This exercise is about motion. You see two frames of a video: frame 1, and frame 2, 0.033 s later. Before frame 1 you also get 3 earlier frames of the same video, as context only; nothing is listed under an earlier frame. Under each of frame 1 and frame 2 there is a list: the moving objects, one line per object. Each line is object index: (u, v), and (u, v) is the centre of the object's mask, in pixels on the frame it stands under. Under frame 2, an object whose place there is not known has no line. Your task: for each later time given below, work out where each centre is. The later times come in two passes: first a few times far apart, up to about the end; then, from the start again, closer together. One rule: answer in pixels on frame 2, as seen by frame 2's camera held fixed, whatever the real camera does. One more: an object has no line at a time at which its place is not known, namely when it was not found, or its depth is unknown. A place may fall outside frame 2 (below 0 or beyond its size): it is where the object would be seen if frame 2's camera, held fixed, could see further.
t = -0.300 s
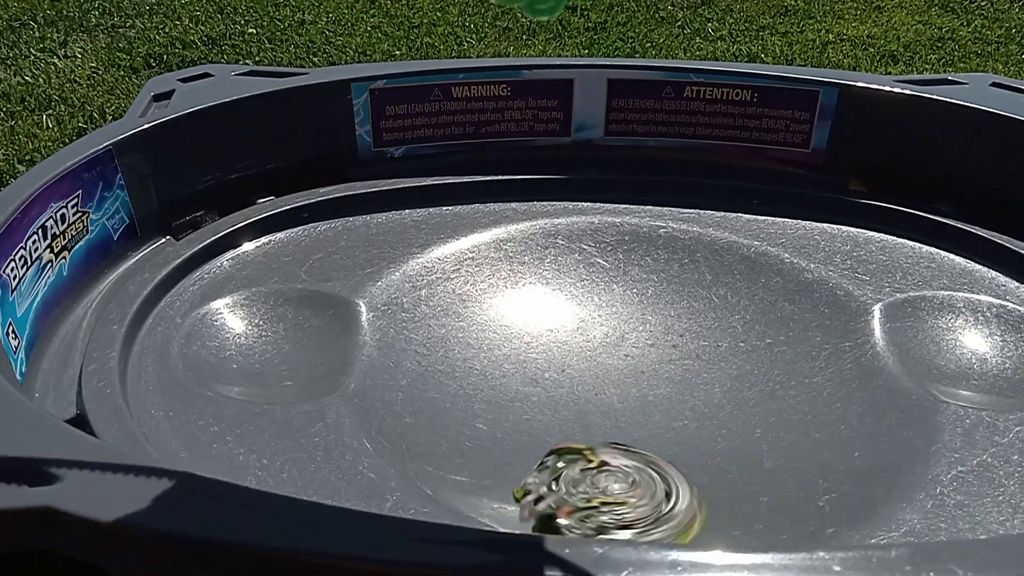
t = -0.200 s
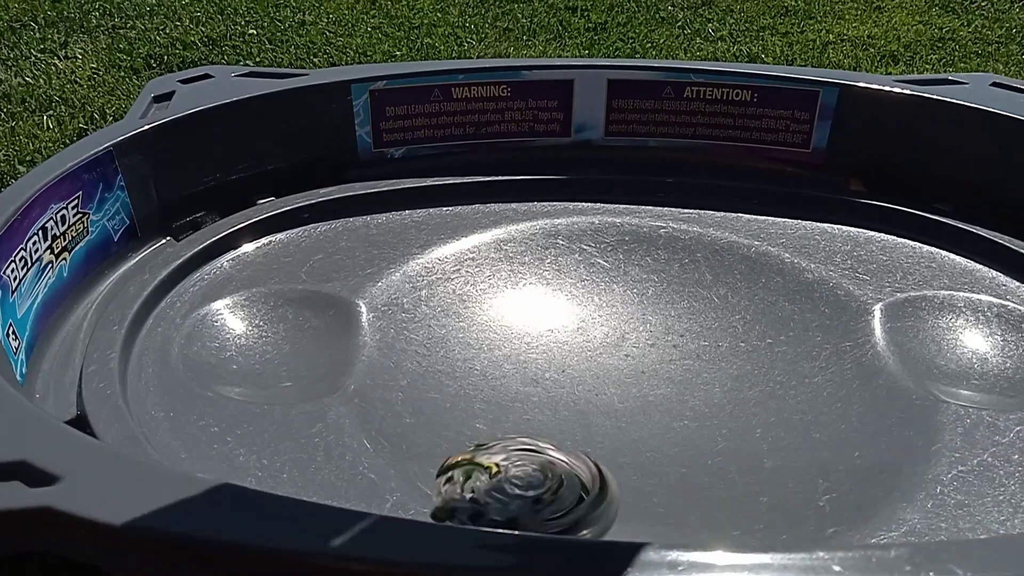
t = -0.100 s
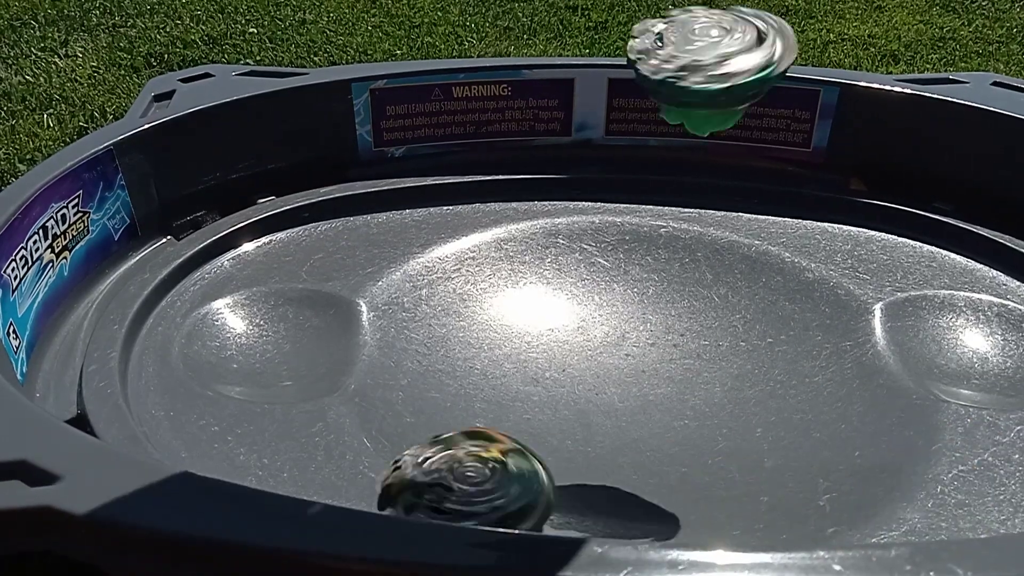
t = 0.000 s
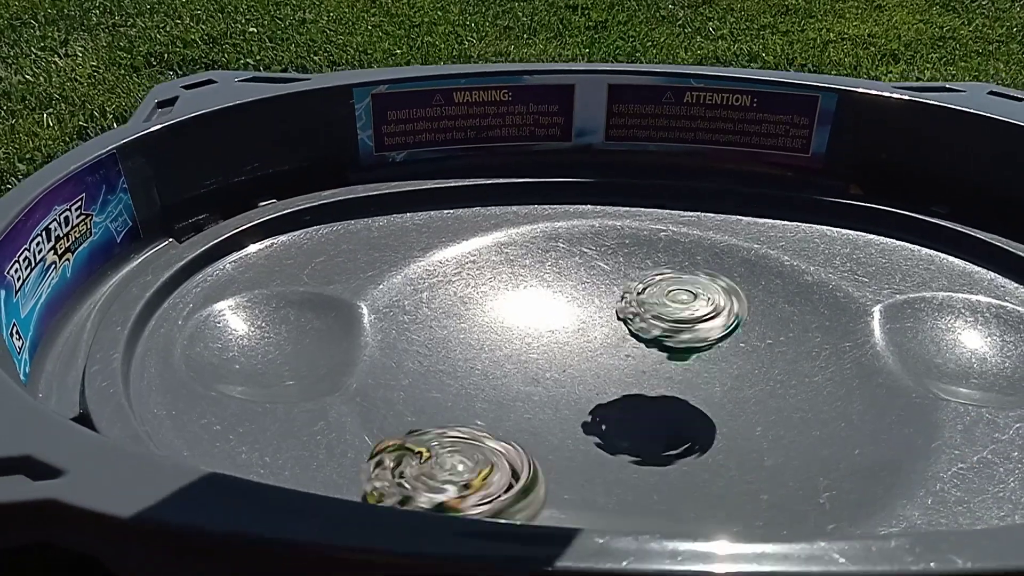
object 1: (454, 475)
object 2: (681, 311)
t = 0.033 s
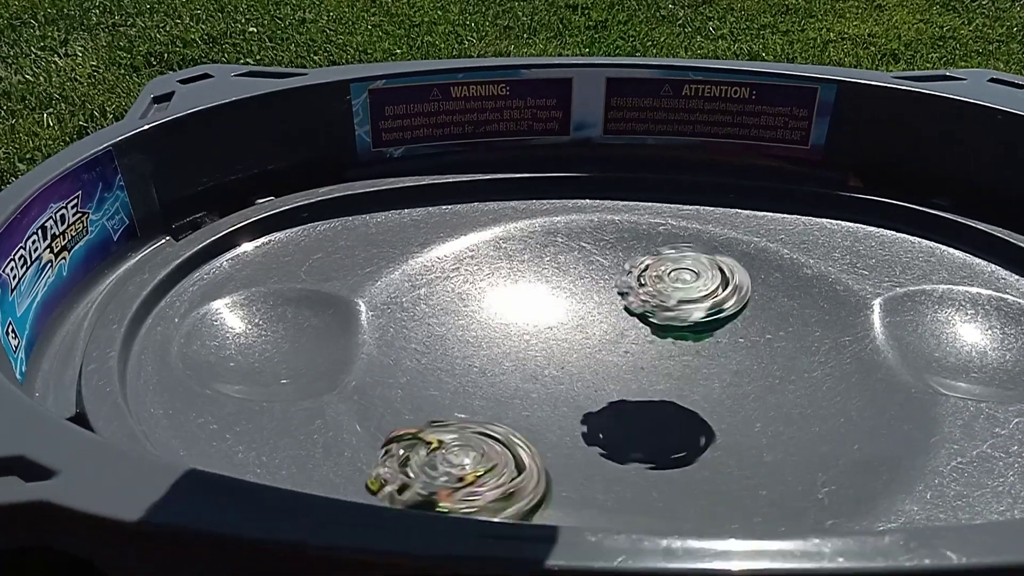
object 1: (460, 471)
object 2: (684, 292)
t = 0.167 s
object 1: (437, 464)
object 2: (690, 353)
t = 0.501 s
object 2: (662, 334)
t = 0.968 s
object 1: (801, 369)
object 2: (683, 326)
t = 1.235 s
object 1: (567, 233)
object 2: (512, 416)
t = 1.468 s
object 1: (481, 389)
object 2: (797, 423)
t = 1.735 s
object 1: (873, 349)
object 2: (595, 318)
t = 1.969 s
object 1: (673, 237)
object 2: (497, 403)
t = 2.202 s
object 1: (493, 369)
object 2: (734, 406)
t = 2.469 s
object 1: (886, 420)
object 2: (612, 290)
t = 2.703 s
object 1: (801, 287)
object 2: (522, 368)
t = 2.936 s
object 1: (509, 327)
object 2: (715, 403)
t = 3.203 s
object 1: (671, 474)
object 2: (724, 308)
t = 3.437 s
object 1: (826, 361)
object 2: (592, 337)
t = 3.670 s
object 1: (560, 287)
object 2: (680, 418)
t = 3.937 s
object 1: (449, 405)
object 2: (780, 357)
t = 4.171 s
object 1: (770, 420)
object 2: (622, 341)
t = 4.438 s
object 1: (671, 265)
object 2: (580, 418)
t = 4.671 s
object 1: (470, 297)
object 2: (722, 408)
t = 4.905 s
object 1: (620, 430)
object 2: (648, 333)
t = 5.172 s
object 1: (839, 323)
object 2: (519, 352)
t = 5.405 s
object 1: (649, 270)
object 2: (635, 405)
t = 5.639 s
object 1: (525, 372)
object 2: (723, 344)
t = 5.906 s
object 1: (784, 442)
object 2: (607, 311)
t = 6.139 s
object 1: (799, 336)
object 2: (596, 386)
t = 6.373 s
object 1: (573, 316)
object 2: (748, 398)
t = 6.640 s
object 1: (512, 419)
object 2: (711, 333)
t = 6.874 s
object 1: (734, 421)
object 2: (575, 359)
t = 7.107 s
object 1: (687, 313)
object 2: (613, 421)
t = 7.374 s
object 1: (502, 312)
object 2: (714, 381)
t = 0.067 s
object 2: (687, 295)
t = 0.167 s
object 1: (437, 464)
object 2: (690, 353)
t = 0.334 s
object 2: (753, 338)
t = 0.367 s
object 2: (745, 326)
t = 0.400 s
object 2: (731, 319)
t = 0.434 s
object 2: (710, 317)
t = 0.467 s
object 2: (683, 322)
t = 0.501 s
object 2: (662, 334)
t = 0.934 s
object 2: (724, 323)
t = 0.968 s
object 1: (801, 369)
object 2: (683, 326)
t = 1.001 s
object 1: (807, 340)
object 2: (640, 324)
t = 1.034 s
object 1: (794, 312)
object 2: (600, 326)
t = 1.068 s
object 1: (767, 287)
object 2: (566, 333)
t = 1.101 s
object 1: (736, 265)
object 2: (536, 342)
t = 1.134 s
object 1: (696, 249)
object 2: (514, 355)
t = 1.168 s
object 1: (653, 238)
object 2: (504, 373)
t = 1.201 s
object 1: (610, 231)
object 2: (501, 393)
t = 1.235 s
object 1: (567, 233)
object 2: (512, 416)
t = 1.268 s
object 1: (525, 240)
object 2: (541, 436)
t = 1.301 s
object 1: (491, 252)
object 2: (583, 454)
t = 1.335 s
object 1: (461, 272)
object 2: (637, 462)
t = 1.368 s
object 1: (441, 299)
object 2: (689, 466)
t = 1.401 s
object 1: (439, 327)
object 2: (736, 457)
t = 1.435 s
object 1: (450, 358)
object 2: (776, 443)
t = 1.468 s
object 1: (481, 389)
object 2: (797, 423)
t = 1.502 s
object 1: (528, 415)
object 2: (802, 402)
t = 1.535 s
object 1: (590, 434)
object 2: (790, 380)
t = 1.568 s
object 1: (658, 441)
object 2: (768, 361)
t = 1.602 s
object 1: (723, 438)
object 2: (743, 344)
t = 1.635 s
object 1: (781, 426)
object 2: (707, 335)
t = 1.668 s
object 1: (827, 404)
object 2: (671, 325)
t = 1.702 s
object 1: (855, 379)
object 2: (633, 320)
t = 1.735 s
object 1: (873, 349)
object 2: (595, 318)
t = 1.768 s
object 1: (872, 320)
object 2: (558, 320)
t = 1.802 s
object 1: (858, 294)
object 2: (527, 328)
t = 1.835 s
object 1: (831, 272)
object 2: (501, 339)
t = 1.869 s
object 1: (794, 255)
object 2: (485, 353)
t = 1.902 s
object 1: (759, 243)
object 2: (478, 370)
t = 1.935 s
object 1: (717, 238)
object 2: (482, 387)
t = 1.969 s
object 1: (673, 237)
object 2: (497, 403)
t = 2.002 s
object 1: (630, 242)
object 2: (523, 420)
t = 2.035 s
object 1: (591, 252)
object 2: (555, 431)
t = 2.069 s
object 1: (555, 267)
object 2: (594, 436)
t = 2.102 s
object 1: (526, 287)
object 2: (636, 436)
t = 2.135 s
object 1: (504, 311)
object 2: (676, 432)
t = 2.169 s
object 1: (493, 337)
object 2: (709, 421)
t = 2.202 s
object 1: (493, 369)
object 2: (734, 406)
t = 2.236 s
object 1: (512, 395)
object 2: (748, 389)
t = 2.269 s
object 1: (545, 423)
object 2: (752, 370)
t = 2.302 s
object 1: (595, 443)
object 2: (743, 350)
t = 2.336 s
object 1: (656, 456)
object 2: (726, 333)
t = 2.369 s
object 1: (721, 460)
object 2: (703, 317)
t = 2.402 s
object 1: (786, 454)
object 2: (675, 304)
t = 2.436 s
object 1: (844, 439)
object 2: (644, 295)
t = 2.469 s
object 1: (886, 420)
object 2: (612, 290)
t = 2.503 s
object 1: (909, 397)
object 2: (580, 291)
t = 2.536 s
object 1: (920, 374)
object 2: (553, 296)
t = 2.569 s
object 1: (916, 351)
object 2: (531, 307)
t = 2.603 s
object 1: (902, 330)
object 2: (518, 319)
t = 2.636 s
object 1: (877, 313)
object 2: (511, 334)
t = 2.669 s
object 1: (842, 299)
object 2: (512, 351)
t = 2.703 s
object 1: (801, 287)
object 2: (522, 368)
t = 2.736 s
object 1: (757, 281)
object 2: (539, 384)
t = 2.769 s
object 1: (711, 279)
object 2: (565, 397)
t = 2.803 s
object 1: (664, 282)
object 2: (595, 406)
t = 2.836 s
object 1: (620, 288)
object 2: (624, 410)
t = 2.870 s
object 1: (579, 296)
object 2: (657, 413)
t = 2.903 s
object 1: (542, 310)
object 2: (689, 410)
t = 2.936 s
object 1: (509, 327)
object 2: (715, 403)
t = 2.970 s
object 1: (485, 345)
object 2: (739, 394)
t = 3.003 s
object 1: (472, 368)
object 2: (754, 381)
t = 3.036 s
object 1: (470, 391)
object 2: (765, 368)
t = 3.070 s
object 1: (482, 416)
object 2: (769, 356)
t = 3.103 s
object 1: (513, 439)
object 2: (762, 339)
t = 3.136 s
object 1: (556, 457)
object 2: (752, 328)
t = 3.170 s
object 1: (611, 468)
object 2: (738, 317)
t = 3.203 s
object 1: (671, 474)
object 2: (724, 308)
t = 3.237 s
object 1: (729, 475)
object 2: (705, 303)
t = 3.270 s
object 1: (779, 463)
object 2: (684, 300)
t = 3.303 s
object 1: (818, 447)
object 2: (661, 302)
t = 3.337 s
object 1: (842, 426)
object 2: (639, 307)
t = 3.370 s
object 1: (849, 404)
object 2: (619, 313)
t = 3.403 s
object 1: (844, 383)
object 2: (603, 325)
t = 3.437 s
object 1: (826, 361)
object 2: (592, 337)
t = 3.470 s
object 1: (800, 341)
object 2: (587, 352)
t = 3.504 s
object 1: (766, 324)
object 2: (588, 366)
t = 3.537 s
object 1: (728, 310)
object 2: (596, 380)
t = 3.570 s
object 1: (687, 300)
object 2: (611, 394)
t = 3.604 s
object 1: (644, 292)
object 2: (628, 405)
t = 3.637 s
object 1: (601, 288)
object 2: (652, 413)
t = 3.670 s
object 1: (560, 287)
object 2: (680, 418)
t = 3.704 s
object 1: (522, 290)
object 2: (708, 419)
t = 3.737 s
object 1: (486, 296)
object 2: (730, 417)
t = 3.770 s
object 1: (456, 307)
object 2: (754, 410)
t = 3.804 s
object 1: (432, 321)
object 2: (773, 402)
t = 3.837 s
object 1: (418, 340)
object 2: (786, 391)
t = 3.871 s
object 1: (416, 359)
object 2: (790, 380)
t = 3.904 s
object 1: (426, 382)
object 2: (788, 368)
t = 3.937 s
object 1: (449, 405)
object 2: (780, 357)
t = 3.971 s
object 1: (486, 426)
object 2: (767, 347)
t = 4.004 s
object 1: (534, 444)
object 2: (745, 341)
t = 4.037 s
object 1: (588, 454)
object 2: (722, 336)
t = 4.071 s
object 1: (644, 456)
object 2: (697, 334)
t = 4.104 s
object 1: (695, 450)
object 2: (673, 333)
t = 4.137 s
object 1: (739, 438)
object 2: (644, 336)
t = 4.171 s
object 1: (770, 420)
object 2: (622, 341)
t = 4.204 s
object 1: (786, 398)
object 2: (601, 346)
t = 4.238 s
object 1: (792, 375)
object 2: (586, 354)
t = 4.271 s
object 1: (789, 352)
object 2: (571, 363)
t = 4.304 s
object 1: (778, 328)
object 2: (562, 374)
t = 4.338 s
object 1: (758, 308)
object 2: (559, 384)
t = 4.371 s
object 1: (732, 290)
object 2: (559, 396)
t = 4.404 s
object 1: (702, 276)
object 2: (568, 408)
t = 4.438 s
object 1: (671, 265)
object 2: (580, 418)
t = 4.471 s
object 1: (638, 257)
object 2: (597, 425)
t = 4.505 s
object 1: (604, 253)
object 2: (619, 430)
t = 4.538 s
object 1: (569, 253)
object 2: (645, 434)
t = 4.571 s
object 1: (538, 259)
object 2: (671, 433)
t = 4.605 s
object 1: (511, 267)
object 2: (693, 426)
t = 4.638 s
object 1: (488, 280)
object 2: (709, 420)
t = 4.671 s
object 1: (470, 297)
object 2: (722, 408)
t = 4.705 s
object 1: (460, 316)
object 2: (724, 396)
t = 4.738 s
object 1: (461, 339)
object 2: (723, 385)
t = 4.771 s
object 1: (472, 362)
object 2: (716, 370)
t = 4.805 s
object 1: (496, 386)
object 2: (703, 360)
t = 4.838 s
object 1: (530, 405)
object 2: (687, 350)
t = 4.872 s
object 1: (573, 420)
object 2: (669, 341)
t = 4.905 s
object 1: (620, 430)
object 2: (648, 333)
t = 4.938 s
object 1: (670, 435)
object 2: (627, 329)
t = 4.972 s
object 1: (722, 432)
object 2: (607, 326)
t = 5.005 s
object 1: (767, 421)
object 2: (586, 325)
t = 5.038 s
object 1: (800, 405)
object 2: (568, 326)
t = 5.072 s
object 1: (827, 386)
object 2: (549, 328)
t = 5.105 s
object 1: (840, 365)
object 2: (535, 336)
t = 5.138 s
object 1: (843, 345)
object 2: (525, 342)
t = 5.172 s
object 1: (839, 323)
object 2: (519, 352)
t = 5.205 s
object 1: (826, 306)
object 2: (521, 362)
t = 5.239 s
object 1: (806, 291)
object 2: (528, 372)
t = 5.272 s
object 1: (778, 278)
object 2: (538, 382)
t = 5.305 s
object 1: (746, 271)
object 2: (560, 394)
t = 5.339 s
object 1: (715, 266)
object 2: (579, 401)
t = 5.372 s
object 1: (682, 265)
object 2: (607, 405)
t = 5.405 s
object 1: (649, 270)
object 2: (635, 405)
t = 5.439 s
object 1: (620, 275)
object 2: (656, 401)
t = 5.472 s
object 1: (590, 285)
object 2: (681, 397)
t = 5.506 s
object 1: (564, 300)
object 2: (698, 391)
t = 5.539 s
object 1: (545, 315)
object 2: (713, 379)
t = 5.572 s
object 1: (531, 333)
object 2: (721, 367)
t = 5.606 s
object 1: (523, 352)
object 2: (723, 356)
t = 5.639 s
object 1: (525, 372)
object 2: (723, 344)
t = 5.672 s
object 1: (535, 391)
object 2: (715, 334)
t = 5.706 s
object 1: (552, 411)
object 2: (708, 325)
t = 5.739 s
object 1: (582, 427)
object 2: (693, 317)
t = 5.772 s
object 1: (618, 440)
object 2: (679, 310)
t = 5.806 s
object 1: (658, 449)
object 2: (661, 306)
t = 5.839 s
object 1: (703, 451)
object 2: (643, 304)
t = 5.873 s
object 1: (744, 450)
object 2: (623, 307)
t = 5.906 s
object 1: (784, 442)
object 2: (607, 311)
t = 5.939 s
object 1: (814, 430)
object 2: (592, 316)
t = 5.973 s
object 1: (835, 415)
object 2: (580, 326)
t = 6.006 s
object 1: (845, 398)
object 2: (573, 336)
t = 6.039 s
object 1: (847, 381)
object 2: (570, 350)
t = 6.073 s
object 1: (840, 364)
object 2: (574, 362)
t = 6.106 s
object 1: (820, 351)
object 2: (582, 375)
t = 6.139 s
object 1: (799, 336)
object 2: (596, 386)
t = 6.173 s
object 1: (771, 326)
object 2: (613, 397)
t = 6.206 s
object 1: (741, 318)
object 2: (638, 404)
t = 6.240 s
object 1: (705, 313)
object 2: (662, 408)
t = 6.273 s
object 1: (672, 310)
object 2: (685, 409)
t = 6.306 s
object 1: (637, 310)
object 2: (709, 409)
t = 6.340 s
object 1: (605, 311)
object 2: (732, 404)
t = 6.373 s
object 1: (573, 316)
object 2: (748, 398)
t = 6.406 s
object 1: (545, 323)
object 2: (765, 391)
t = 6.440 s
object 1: (520, 333)
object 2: (771, 381)
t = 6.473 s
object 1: (500, 344)
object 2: (776, 370)
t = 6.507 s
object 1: (485, 359)
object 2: (771, 361)
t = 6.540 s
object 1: (481, 373)
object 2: (763, 350)
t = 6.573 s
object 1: (483, 387)
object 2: (749, 342)
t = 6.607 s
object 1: (494, 402)
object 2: (731, 336)
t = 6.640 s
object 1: (512, 419)
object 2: (711, 333)
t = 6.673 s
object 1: (541, 431)
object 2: (688, 331)
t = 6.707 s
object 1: (577, 442)
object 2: (666, 331)
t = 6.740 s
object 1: (610, 446)
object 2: (643, 332)
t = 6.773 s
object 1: (649, 446)
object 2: (622, 335)
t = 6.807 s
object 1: (685, 442)
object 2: (602, 342)
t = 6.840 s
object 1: (711, 434)
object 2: (589, 350)
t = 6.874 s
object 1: (734, 421)
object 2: (575, 359)
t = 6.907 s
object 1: (750, 406)
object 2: (568, 368)
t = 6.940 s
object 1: (751, 390)
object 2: (563, 378)
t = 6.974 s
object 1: (751, 372)
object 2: (563, 388)
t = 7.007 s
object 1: (744, 356)
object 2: (569, 399)
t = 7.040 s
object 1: (726, 340)
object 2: (579, 409)
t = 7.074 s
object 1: (708, 326)
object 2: (596, 416)
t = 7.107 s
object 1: (687, 313)
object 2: (613, 421)
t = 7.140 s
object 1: (660, 305)
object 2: (636, 425)
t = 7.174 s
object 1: (635, 296)
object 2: (654, 427)
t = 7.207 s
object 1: (609, 291)
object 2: (675, 423)
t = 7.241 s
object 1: (583, 290)
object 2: (695, 419)
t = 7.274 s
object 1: (558, 291)
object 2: (704, 410)
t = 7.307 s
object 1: (536, 295)
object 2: (715, 401)
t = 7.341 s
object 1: (517, 302)
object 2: (717, 390)
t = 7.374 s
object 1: (502, 312)
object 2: (714, 381)
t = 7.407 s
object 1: (492, 325)
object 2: (709, 368)
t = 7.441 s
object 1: (491, 340)
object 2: (697, 359)
